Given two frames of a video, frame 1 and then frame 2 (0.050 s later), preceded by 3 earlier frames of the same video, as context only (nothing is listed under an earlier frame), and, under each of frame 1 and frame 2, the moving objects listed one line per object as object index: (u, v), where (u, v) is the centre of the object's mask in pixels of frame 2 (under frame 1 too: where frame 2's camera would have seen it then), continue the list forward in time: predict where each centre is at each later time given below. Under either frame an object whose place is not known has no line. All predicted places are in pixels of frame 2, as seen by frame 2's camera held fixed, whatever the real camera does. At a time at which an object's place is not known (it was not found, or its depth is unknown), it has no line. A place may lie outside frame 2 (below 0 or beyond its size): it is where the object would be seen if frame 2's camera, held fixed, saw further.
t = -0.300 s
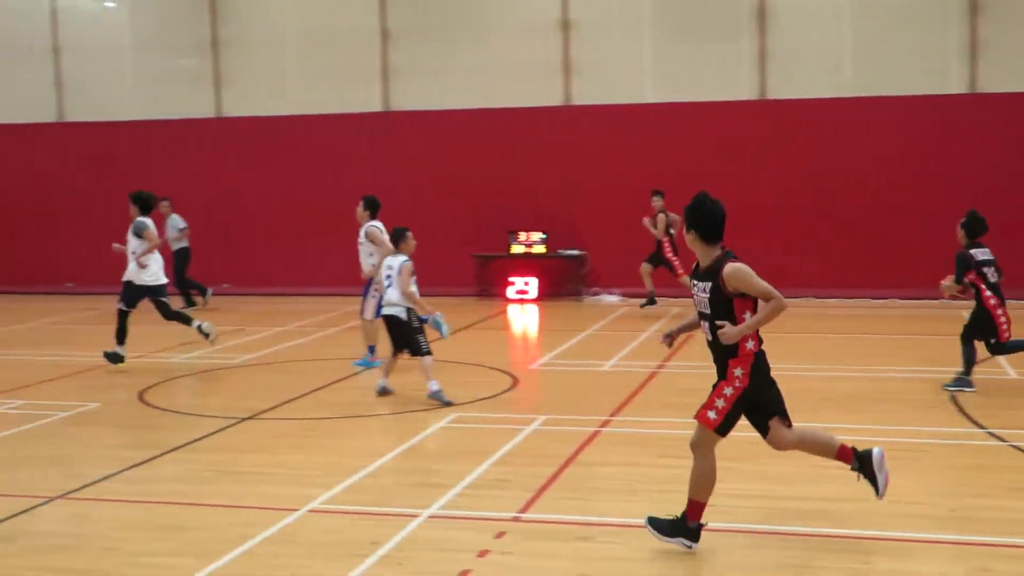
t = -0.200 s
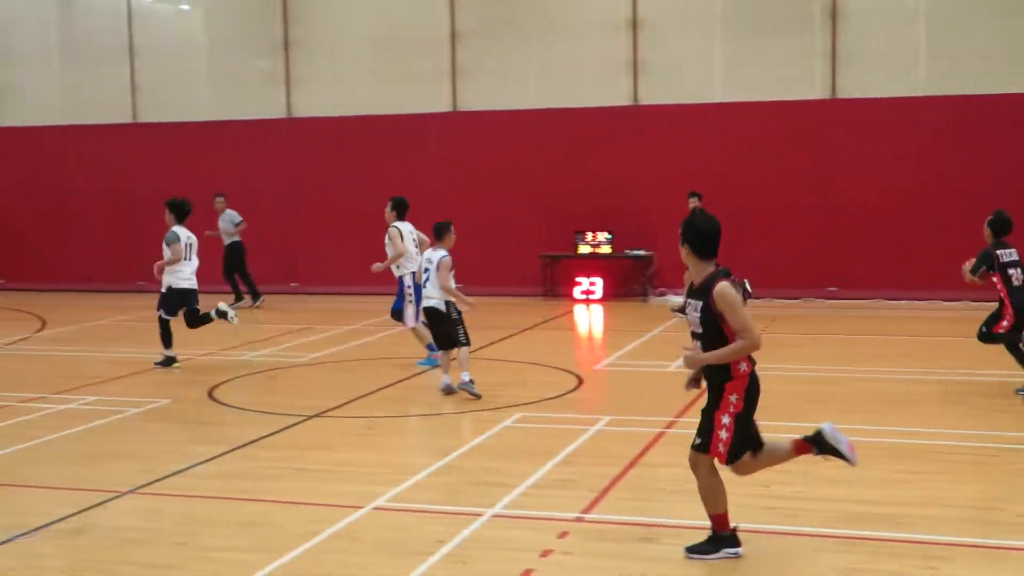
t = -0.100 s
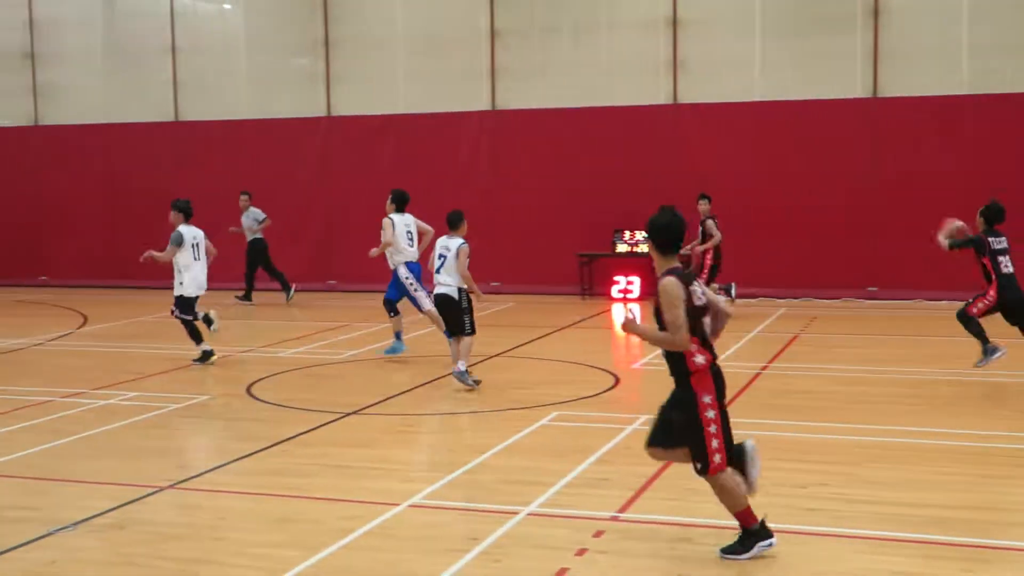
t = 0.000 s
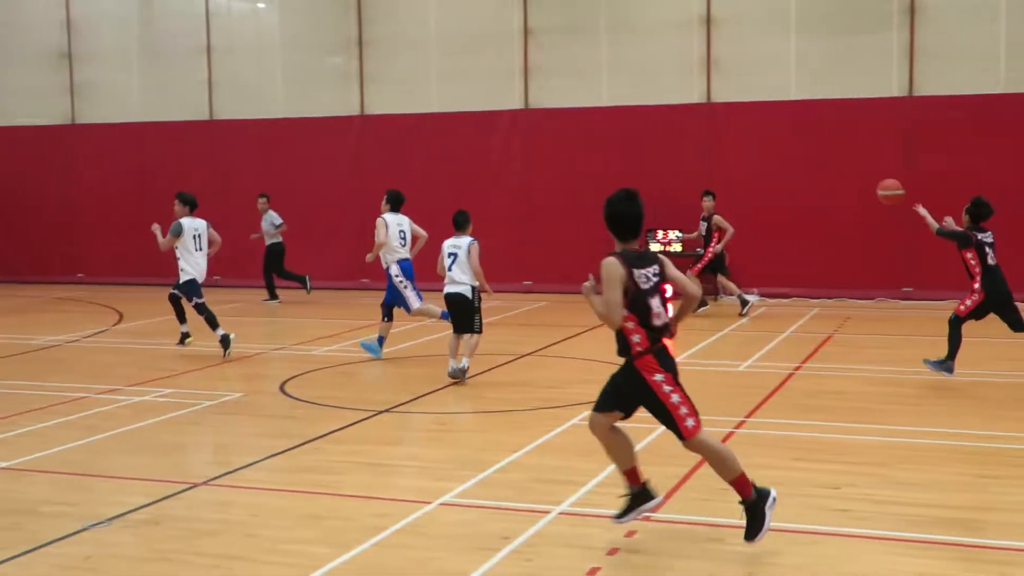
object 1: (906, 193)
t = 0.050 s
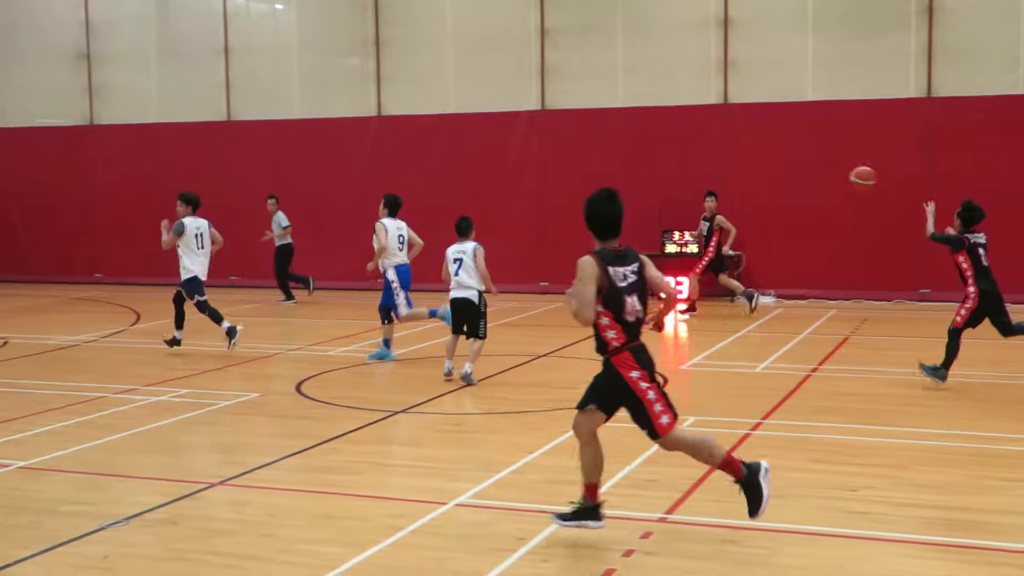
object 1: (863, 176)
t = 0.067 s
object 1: (849, 172)
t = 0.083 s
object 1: (836, 169)
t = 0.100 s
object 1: (823, 167)
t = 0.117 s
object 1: (810, 164)
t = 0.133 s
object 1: (798, 161)
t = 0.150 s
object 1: (786, 158)
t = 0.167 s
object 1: (775, 157)
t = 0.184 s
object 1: (763, 156)
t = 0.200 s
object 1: (752, 153)
